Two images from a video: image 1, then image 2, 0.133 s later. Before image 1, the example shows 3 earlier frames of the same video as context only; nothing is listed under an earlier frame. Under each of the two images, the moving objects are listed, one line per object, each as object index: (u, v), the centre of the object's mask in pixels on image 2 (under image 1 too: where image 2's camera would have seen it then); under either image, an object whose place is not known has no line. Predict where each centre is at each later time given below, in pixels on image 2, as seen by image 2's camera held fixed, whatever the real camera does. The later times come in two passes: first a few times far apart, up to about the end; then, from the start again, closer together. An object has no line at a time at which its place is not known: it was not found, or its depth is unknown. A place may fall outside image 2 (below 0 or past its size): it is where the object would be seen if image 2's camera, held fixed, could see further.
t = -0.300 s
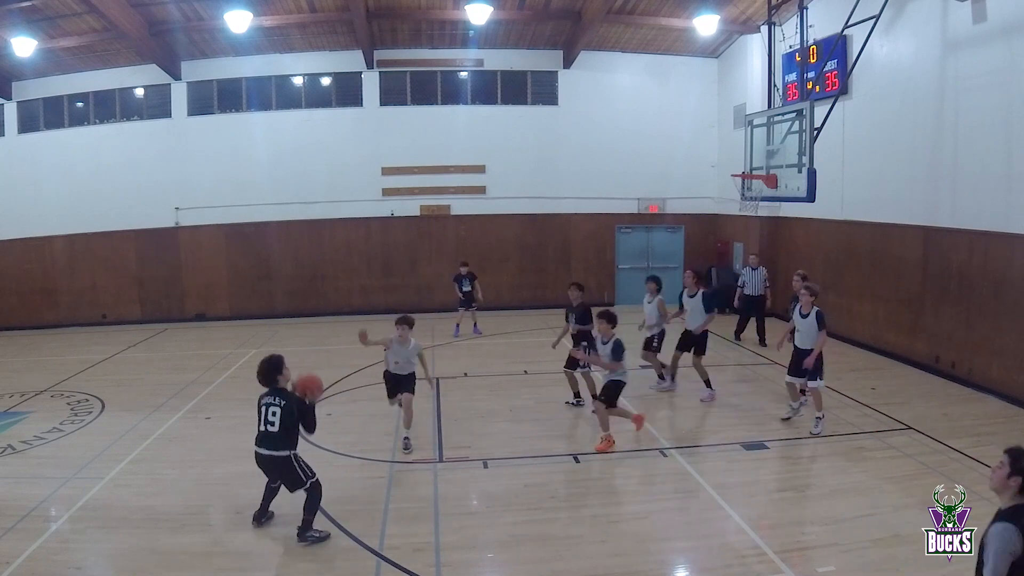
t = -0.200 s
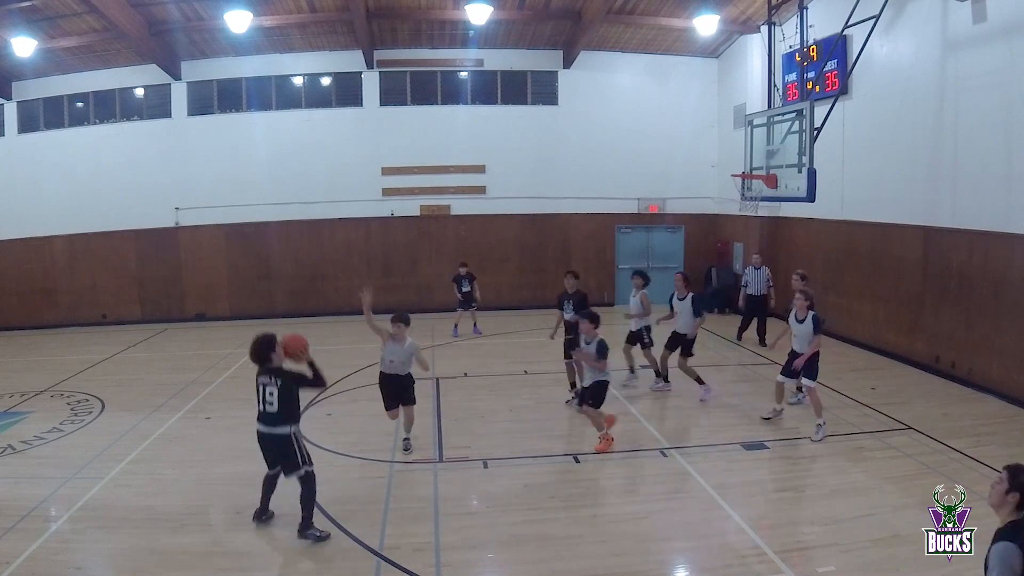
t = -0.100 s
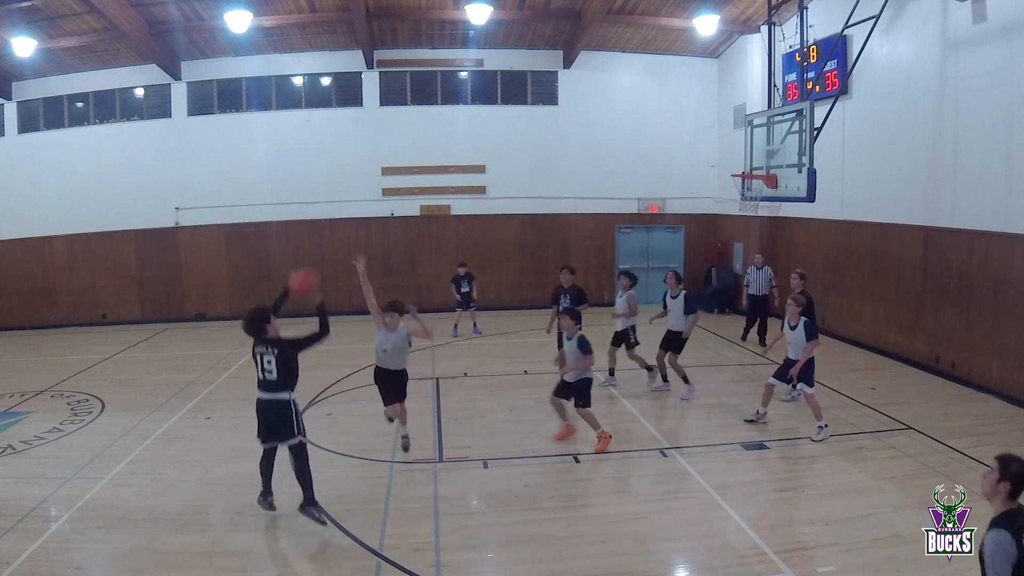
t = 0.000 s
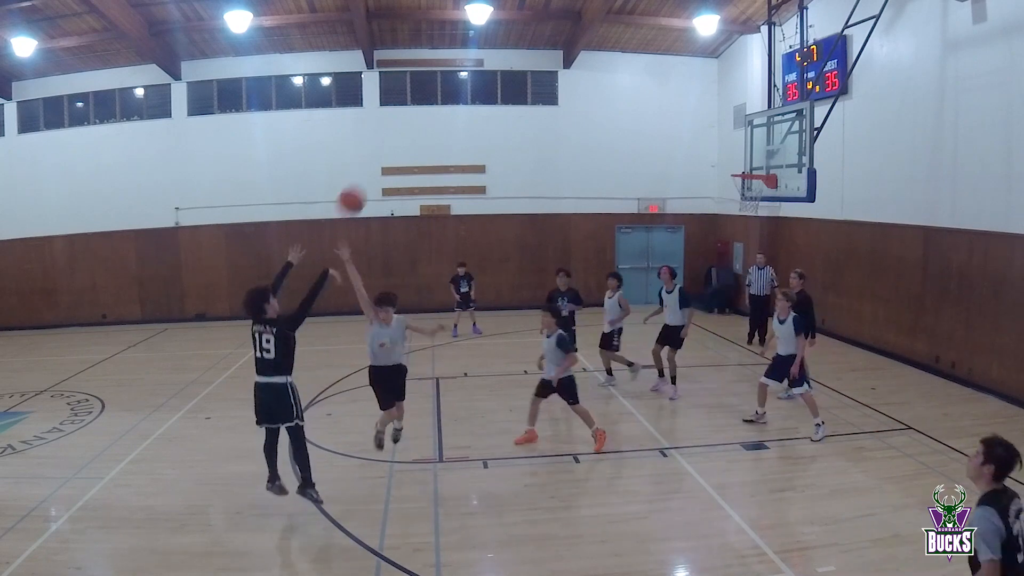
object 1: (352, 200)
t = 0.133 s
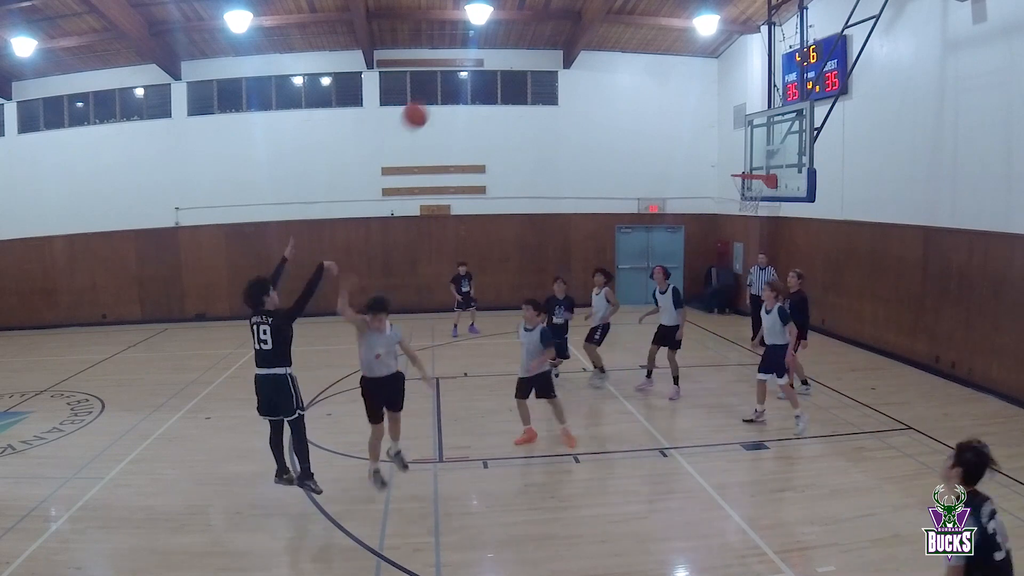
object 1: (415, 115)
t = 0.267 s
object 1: (473, 59)
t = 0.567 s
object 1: (584, 14)
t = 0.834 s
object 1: (661, 46)
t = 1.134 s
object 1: (727, 140)
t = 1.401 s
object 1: (766, 218)
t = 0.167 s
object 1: (430, 98)
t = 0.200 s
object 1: (445, 83)
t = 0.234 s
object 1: (458, 70)
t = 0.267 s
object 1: (473, 59)
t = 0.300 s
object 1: (488, 49)
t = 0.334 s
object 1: (502, 40)
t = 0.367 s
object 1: (515, 32)
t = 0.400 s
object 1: (526, 27)
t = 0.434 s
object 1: (539, 22)
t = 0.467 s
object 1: (551, 19)
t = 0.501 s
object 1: (562, 16)
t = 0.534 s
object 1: (573, 14)
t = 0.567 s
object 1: (584, 14)
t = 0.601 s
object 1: (594, 15)
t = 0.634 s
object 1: (604, 17)
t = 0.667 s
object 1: (614, 20)
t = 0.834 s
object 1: (661, 46)
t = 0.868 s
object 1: (669, 54)
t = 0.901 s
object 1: (677, 63)
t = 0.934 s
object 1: (685, 72)
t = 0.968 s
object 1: (693, 81)
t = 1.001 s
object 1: (700, 92)
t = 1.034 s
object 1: (707, 103)
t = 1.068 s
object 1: (714, 114)
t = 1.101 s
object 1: (721, 127)
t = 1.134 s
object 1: (727, 140)
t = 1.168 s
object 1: (733, 153)
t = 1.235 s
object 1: (744, 180)
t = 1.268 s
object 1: (750, 192)
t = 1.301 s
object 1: (754, 198)
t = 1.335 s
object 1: (759, 203)
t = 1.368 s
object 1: (762, 210)
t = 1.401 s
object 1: (766, 218)
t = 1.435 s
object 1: (769, 226)
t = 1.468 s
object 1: (773, 233)
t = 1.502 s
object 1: (776, 243)
